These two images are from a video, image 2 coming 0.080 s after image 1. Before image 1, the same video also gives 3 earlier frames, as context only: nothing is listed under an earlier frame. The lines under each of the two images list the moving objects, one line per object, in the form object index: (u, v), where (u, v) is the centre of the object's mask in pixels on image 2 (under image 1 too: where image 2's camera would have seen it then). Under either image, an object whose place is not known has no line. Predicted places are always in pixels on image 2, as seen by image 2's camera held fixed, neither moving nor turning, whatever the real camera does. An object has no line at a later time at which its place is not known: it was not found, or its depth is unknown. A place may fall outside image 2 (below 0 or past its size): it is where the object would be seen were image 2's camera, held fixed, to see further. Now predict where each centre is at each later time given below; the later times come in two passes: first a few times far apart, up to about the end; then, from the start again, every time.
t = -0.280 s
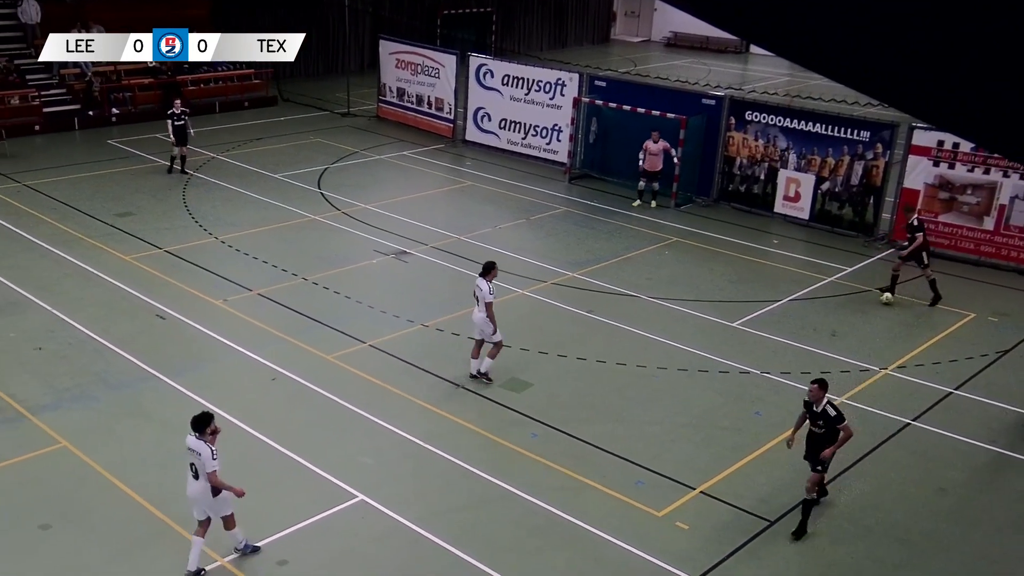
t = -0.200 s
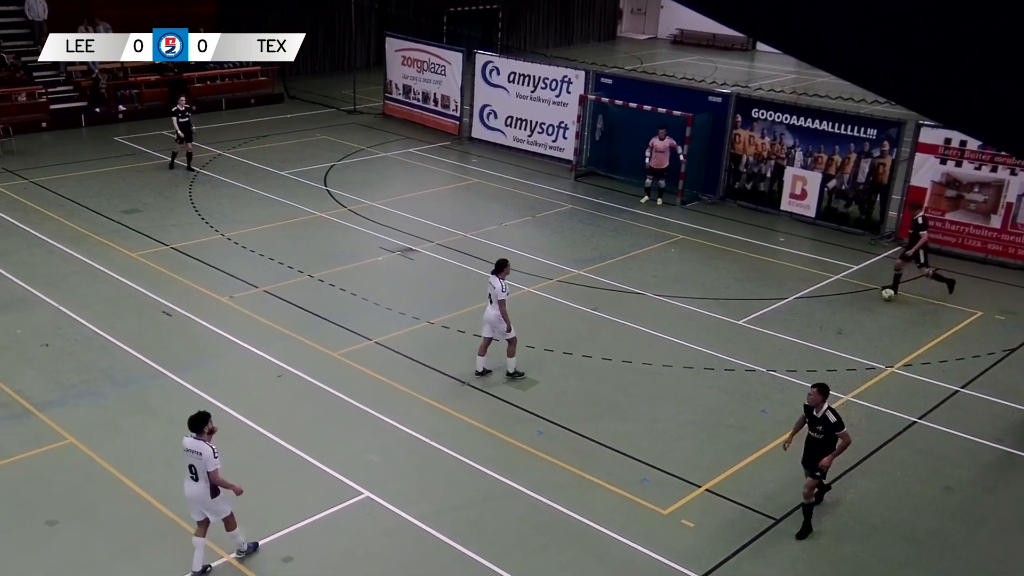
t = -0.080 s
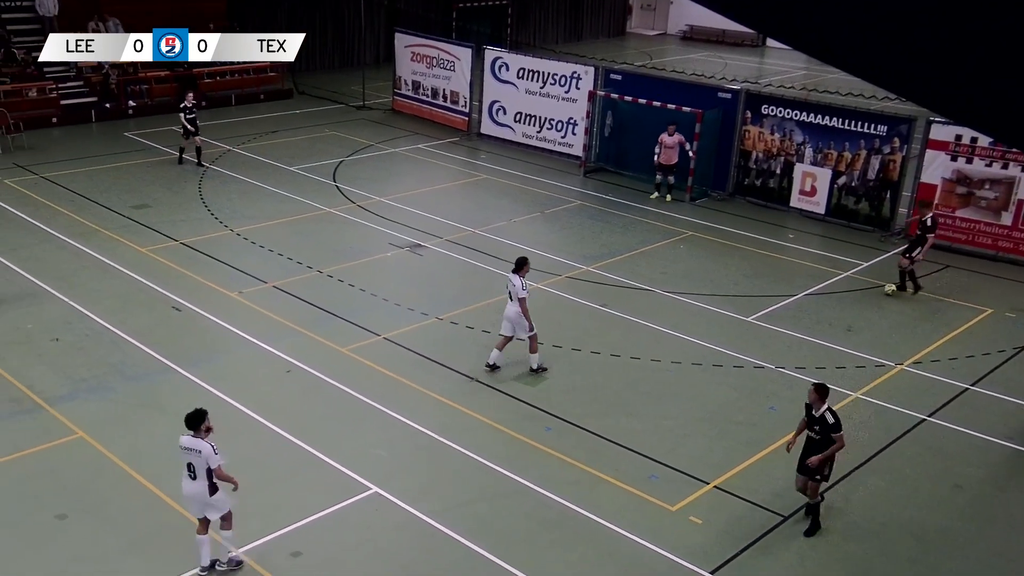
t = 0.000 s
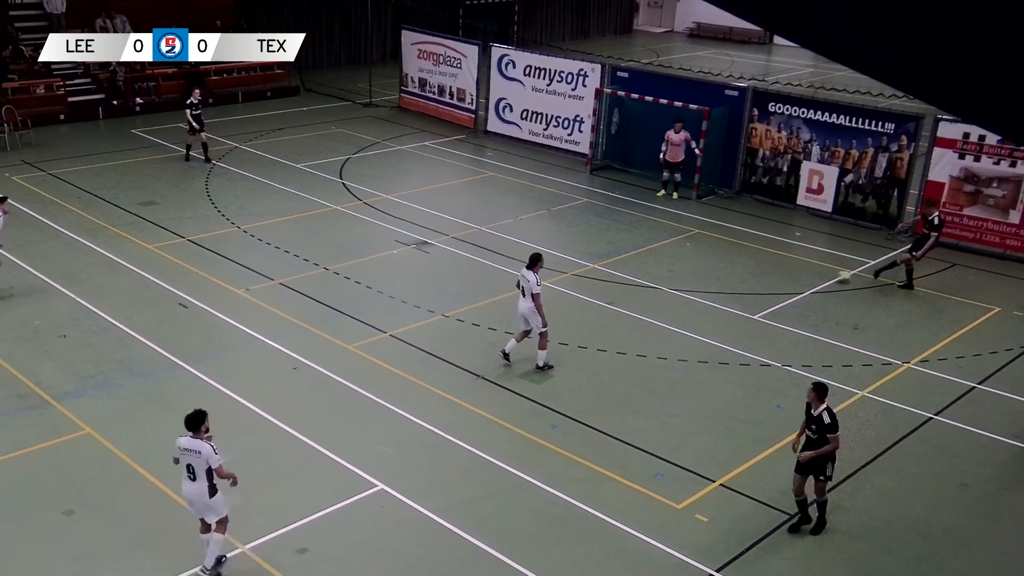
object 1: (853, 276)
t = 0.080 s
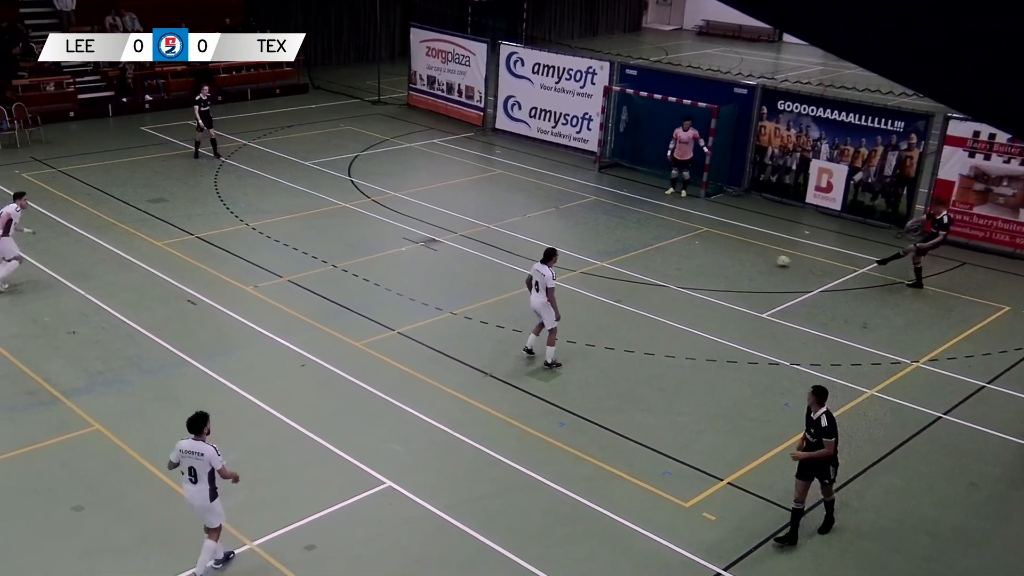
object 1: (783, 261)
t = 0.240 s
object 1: (669, 237)
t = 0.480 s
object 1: (545, 207)
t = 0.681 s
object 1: (470, 191)
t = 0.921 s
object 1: (396, 171)
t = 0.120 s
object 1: (752, 255)
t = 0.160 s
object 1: (722, 249)
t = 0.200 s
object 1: (694, 243)
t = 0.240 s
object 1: (669, 237)
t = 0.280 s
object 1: (645, 232)
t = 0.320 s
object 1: (622, 227)
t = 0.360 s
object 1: (601, 221)
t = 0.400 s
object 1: (581, 216)
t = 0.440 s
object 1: (562, 213)
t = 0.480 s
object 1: (545, 207)
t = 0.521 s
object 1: (529, 204)
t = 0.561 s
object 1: (512, 201)
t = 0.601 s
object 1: (497, 198)
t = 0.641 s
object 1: (483, 194)
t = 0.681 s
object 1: (470, 191)
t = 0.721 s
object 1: (456, 188)
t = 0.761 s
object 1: (444, 184)
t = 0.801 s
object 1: (431, 181)
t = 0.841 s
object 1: (419, 178)
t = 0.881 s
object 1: (407, 175)
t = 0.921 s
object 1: (396, 171)
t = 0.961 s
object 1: (385, 167)
